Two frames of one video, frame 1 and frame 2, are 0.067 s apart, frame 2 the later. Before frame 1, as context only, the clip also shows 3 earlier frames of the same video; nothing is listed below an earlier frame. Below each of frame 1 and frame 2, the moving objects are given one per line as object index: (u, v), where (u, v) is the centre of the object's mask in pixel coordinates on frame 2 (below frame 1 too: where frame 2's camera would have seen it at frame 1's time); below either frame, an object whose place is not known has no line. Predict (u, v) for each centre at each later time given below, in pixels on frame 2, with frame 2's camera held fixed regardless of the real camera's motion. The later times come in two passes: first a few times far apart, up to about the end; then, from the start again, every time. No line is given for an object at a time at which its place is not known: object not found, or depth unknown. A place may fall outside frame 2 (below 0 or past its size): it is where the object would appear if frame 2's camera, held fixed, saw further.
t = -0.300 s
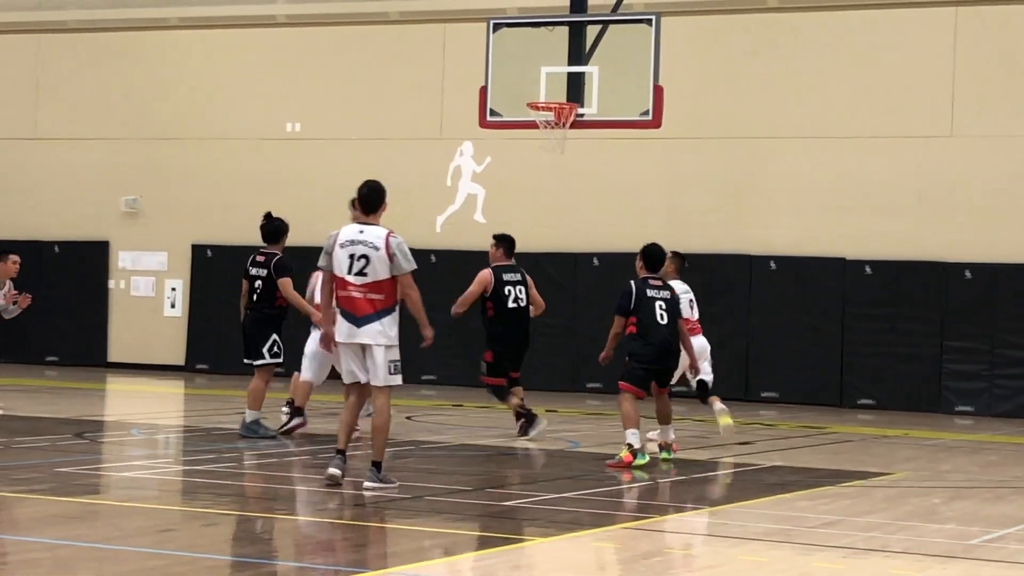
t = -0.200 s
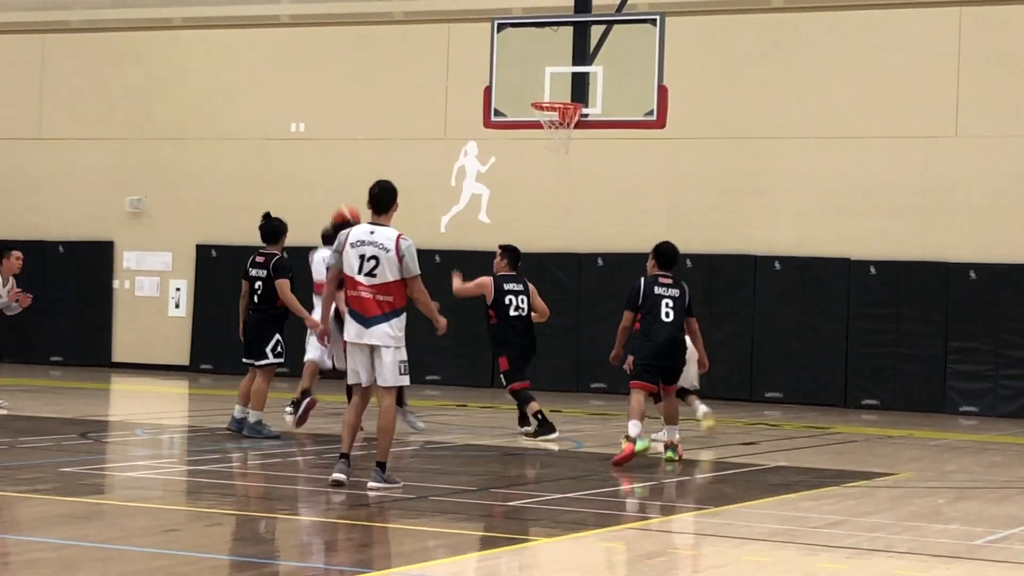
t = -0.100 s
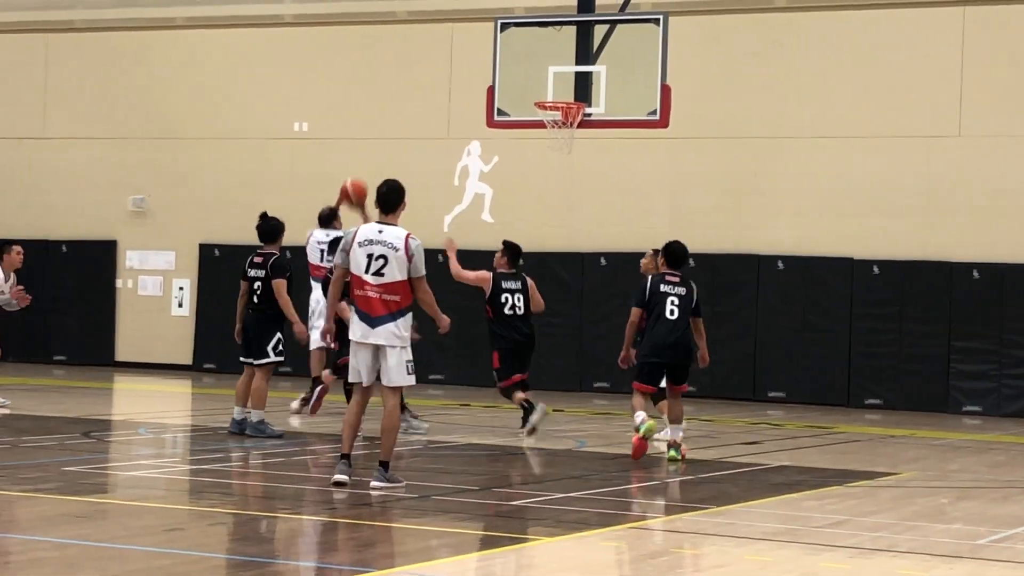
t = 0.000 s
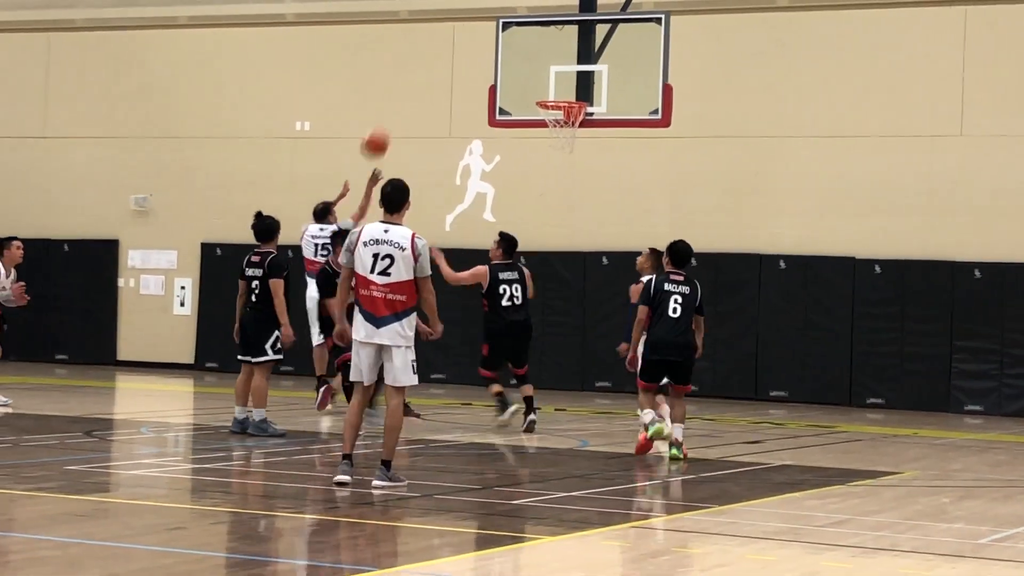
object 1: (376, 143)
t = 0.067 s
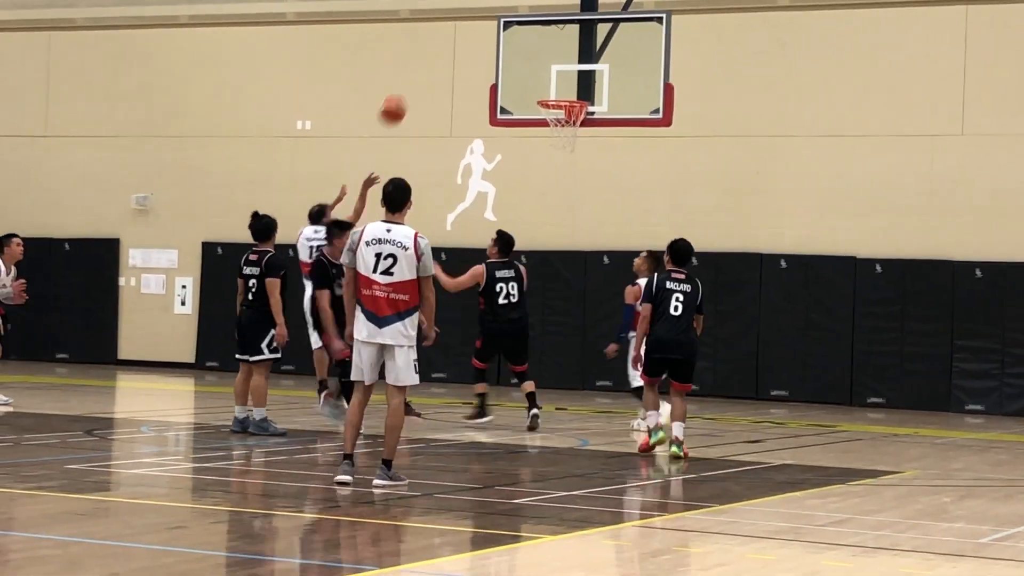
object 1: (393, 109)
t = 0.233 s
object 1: (431, 54)
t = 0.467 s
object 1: (479, 28)
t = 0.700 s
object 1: (522, 59)
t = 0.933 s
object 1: (554, 87)
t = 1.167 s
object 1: (575, 82)
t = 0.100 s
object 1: (401, 96)
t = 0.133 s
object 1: (408, 84)
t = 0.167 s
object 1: (416, 73)
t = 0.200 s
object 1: (423, 63)
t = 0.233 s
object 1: (431, 54)
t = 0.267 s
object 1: (438, 47)
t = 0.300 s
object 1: (445, 41)
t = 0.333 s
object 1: (452, 36)
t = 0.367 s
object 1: (458, 32)
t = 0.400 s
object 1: (466, 30)
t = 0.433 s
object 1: (472, 28)
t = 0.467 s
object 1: (479, 28)
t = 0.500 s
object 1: (485, 29)
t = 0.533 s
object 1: (492, 32)
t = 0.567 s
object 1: (498, 35)
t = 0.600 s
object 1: (504, 39)
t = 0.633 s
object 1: (511, 44)
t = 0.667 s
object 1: (516, 51)
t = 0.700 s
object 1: (522, 59)
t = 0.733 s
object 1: (527, 68)
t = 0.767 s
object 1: (533, 78)
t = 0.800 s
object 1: (539, 89)
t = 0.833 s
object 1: (542, 88)
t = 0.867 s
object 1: (546, 87)
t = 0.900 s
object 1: (551, 86)
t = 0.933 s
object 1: (554, 87)
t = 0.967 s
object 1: (558, 88)
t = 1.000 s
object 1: (562, 90)
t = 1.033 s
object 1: (565, 90)
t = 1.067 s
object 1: (569, 88)
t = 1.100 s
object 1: (572, 86)
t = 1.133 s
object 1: (574, 84)
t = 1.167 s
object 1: (575, 82)
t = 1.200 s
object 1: (575, 82)
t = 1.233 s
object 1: (575, 82)
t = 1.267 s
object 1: (576, 83)
